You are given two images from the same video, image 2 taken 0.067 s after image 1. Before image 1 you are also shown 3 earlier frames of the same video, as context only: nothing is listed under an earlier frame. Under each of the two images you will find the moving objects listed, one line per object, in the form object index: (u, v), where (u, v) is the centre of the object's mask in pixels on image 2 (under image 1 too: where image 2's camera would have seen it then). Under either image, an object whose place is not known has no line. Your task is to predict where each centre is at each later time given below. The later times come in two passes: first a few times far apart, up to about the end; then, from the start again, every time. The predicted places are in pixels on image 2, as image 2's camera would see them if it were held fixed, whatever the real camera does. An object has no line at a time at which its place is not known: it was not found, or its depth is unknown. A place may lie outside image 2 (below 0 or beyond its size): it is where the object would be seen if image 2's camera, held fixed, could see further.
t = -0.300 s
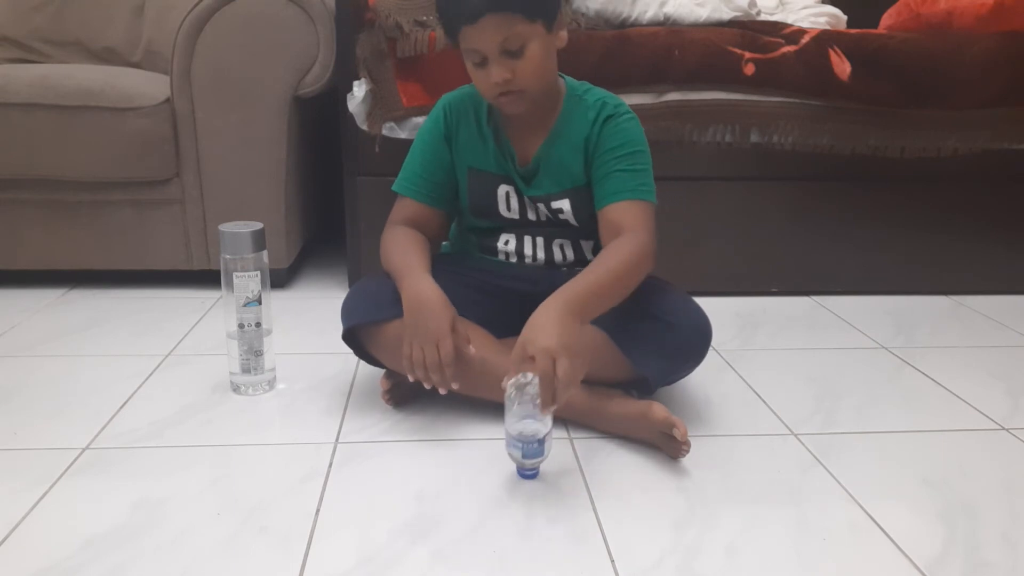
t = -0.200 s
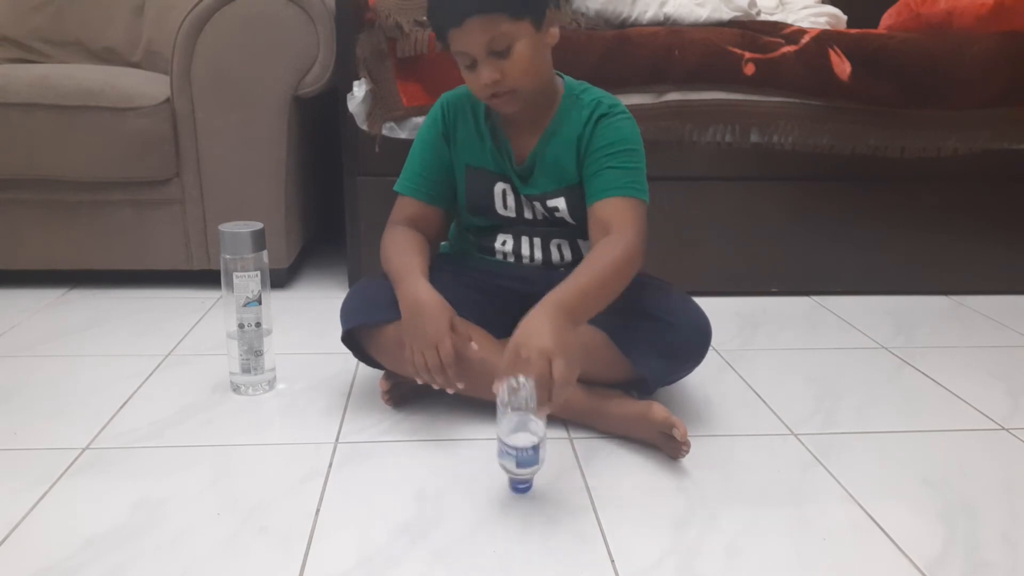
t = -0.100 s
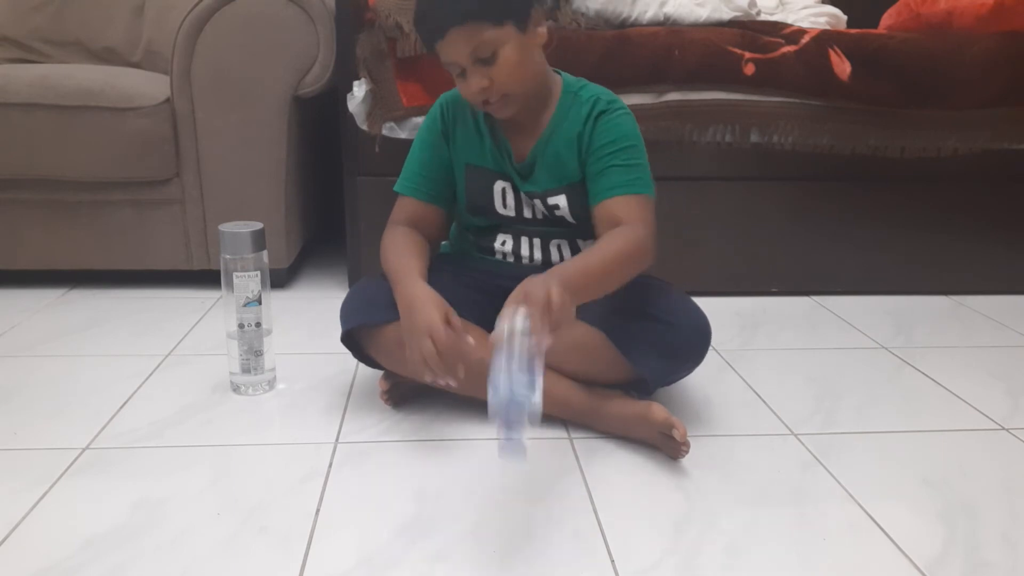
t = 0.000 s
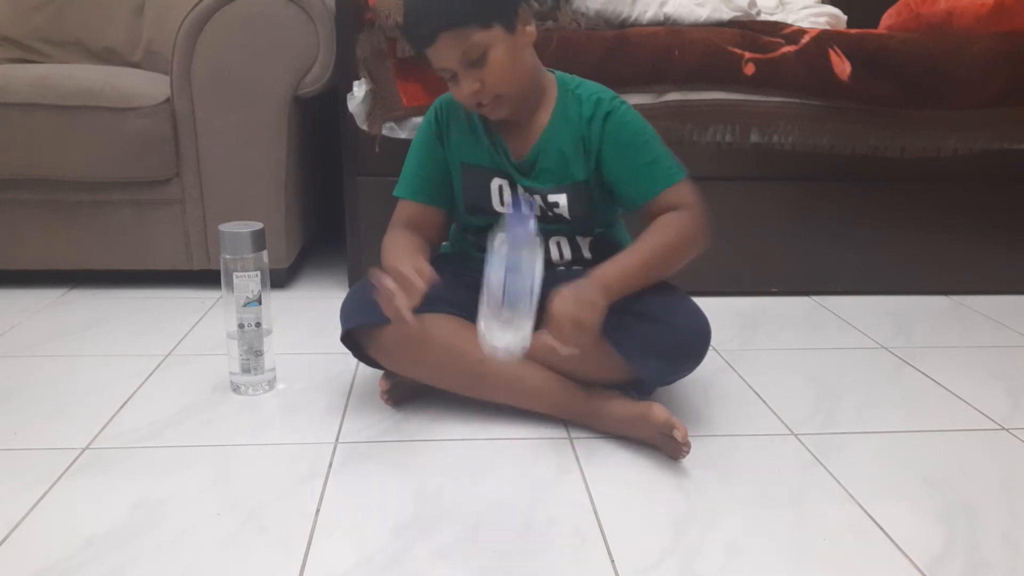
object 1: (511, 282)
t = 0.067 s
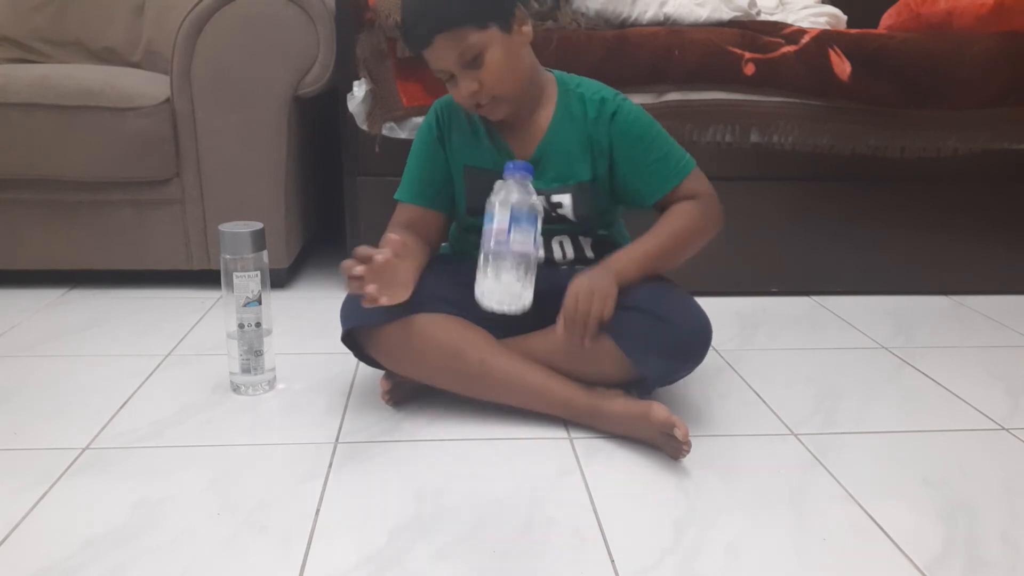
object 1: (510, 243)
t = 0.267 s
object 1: (498, 368)
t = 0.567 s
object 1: (494, 510)
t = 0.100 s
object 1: (509, 240)
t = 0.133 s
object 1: (507, 246)
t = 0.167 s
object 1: (505, 265)
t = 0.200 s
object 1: (503, 291)
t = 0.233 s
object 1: (501, 324)
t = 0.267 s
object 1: (498, 368)
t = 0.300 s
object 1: (494, 417)
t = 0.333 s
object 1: (492, 469)
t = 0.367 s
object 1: (491, 507)
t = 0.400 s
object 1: (492, 512)
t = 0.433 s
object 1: (493, 511)
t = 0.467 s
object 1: (494, 511)
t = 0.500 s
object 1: (494, 511)
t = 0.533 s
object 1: (493, 511)
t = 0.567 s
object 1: (494, 510)
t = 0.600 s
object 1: (494, 510)
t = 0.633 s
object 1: (495, 509)
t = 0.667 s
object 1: (496, 508)
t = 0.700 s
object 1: (496, 507)
